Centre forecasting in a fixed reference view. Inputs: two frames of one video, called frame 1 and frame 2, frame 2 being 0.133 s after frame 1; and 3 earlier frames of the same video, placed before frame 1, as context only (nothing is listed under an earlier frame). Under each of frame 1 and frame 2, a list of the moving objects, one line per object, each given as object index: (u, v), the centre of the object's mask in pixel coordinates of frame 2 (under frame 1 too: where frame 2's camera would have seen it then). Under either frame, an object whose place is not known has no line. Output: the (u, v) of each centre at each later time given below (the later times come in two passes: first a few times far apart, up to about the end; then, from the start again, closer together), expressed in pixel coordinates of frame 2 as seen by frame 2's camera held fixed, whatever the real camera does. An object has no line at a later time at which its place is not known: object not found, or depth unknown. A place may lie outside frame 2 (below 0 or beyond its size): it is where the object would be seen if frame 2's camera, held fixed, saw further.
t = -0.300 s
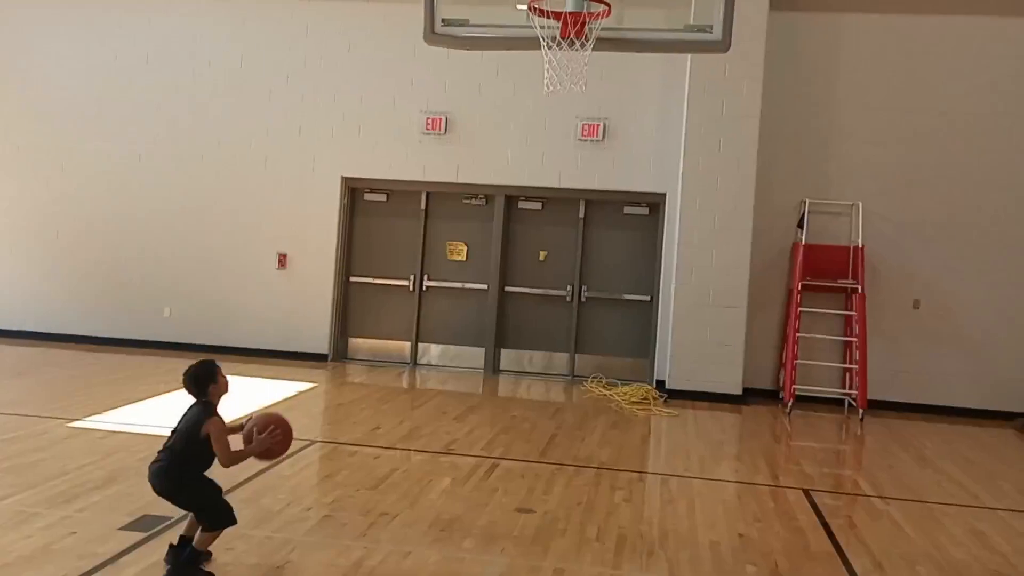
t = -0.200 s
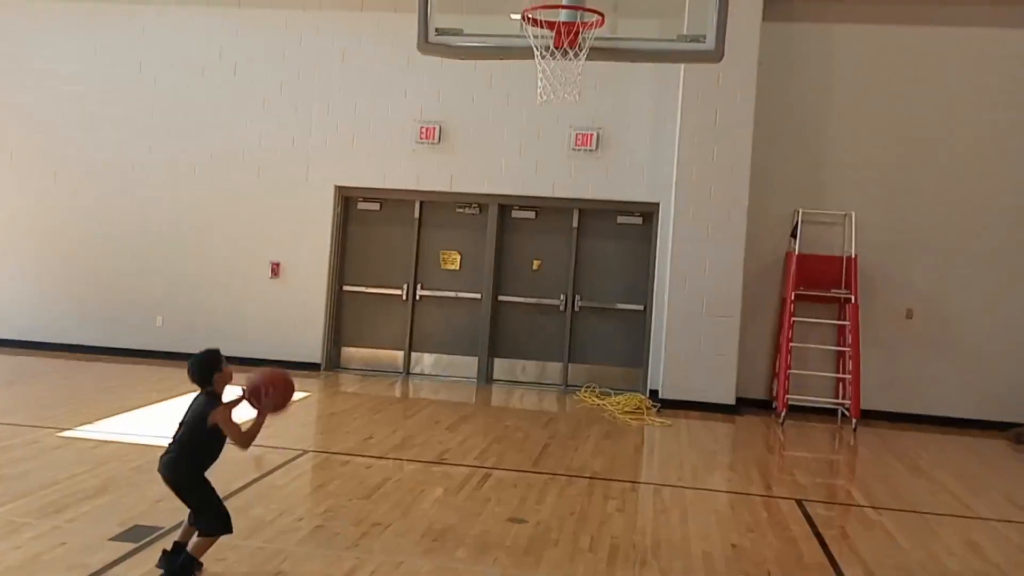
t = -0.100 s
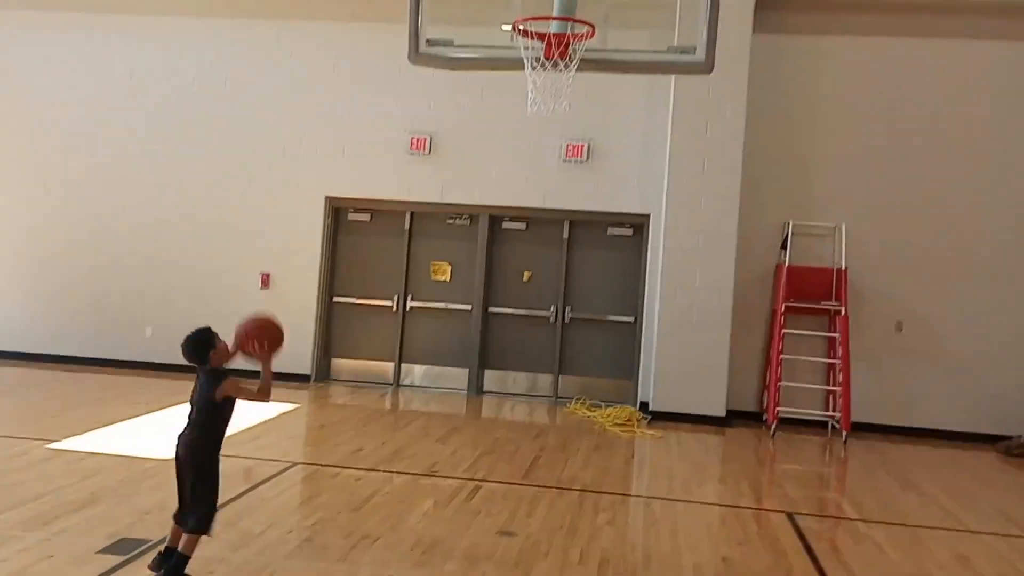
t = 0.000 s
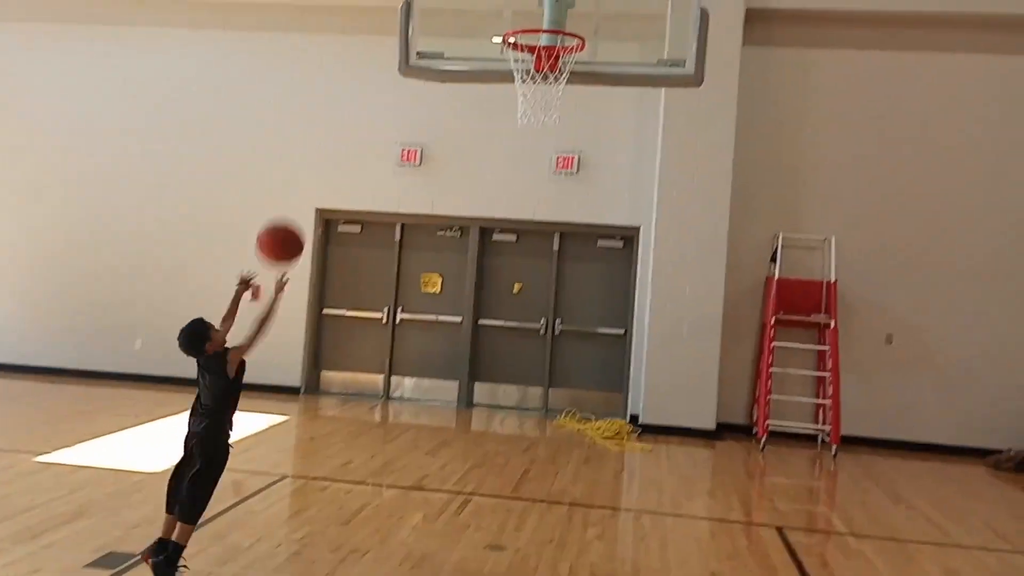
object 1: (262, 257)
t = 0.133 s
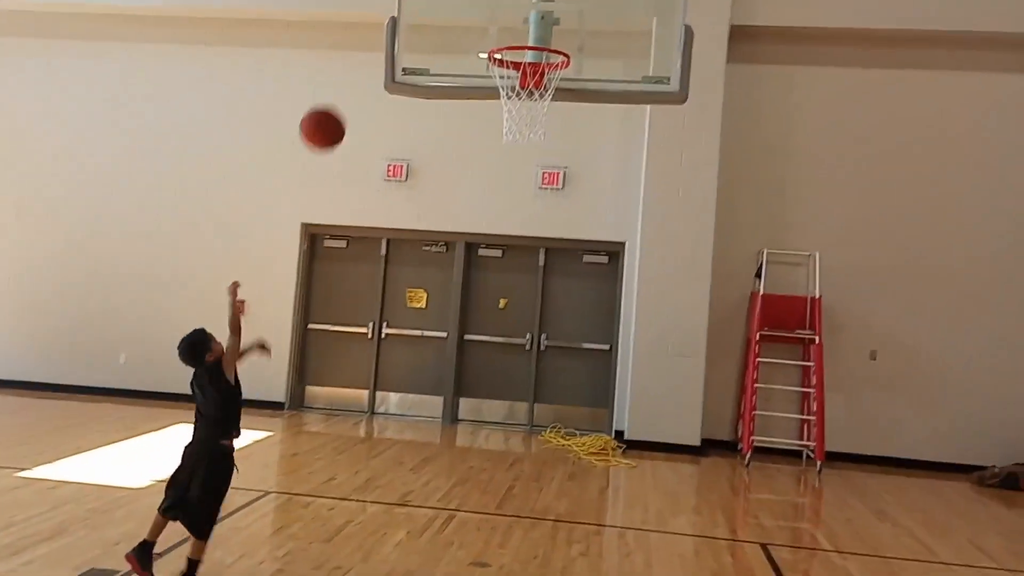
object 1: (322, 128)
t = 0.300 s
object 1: (383, 26)
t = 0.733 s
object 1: (503, 3)
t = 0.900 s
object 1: (524, 49)
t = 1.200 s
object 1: (522, 60)
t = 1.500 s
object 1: (555, 103)
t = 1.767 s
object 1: (521, 179)
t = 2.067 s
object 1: (468, 415)
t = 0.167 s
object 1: (335, 103)
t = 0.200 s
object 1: (348, 80)
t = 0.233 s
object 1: (360, 59)
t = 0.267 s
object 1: (372, 41)
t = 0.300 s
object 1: (383, 26)
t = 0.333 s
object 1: (395, 12)
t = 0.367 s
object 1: (406, 3)
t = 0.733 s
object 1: (503, 3)
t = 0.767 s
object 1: (510, 13)
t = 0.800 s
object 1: (517, 24)
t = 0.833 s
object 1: (520, 35)
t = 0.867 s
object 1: (522, 45)
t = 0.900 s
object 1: (524, 49)
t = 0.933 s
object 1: (527, 48)
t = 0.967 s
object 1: (530, 50)
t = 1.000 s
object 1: (532, 53)
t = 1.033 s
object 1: (527, 52)
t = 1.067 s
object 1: (522, 53)
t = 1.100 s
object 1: (516, 54)
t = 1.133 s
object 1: (510, 58)
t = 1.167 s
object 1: (516, 59)
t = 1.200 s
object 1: (522, 60)
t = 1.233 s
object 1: (529, 63)
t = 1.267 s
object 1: (536, 73)
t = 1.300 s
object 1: (544, 78)
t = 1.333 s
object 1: (550, 85)
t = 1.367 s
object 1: (554, 89)
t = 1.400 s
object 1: (556, 94)
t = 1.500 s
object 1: (555, 103)
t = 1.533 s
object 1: (554, 106)
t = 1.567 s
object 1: (549, 113)
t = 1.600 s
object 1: (546, 119)
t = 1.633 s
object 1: (543, 135)
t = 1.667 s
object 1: (537, 139)
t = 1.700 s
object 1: (532, 151)
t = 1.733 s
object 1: (527, 163)
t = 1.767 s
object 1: (521, 179)
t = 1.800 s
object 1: (515, 196)
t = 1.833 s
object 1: (511, 215)
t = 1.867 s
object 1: (505, 239)
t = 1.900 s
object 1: (499, 264)
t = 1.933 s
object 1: (492, 289)
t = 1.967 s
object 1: (486, 316)
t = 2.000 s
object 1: (480, 348)
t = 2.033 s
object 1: (474, 380)
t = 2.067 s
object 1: (468, 415)
